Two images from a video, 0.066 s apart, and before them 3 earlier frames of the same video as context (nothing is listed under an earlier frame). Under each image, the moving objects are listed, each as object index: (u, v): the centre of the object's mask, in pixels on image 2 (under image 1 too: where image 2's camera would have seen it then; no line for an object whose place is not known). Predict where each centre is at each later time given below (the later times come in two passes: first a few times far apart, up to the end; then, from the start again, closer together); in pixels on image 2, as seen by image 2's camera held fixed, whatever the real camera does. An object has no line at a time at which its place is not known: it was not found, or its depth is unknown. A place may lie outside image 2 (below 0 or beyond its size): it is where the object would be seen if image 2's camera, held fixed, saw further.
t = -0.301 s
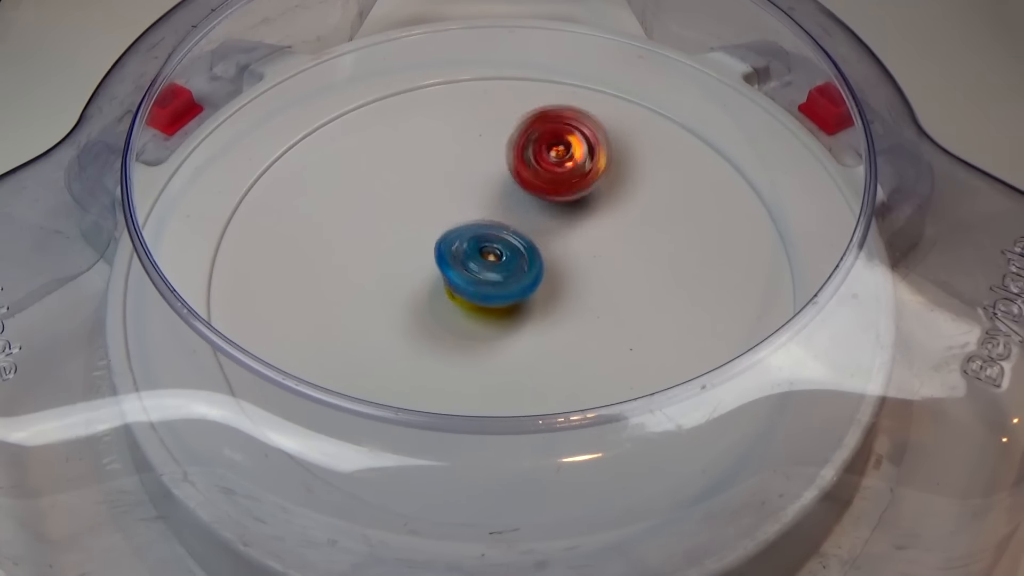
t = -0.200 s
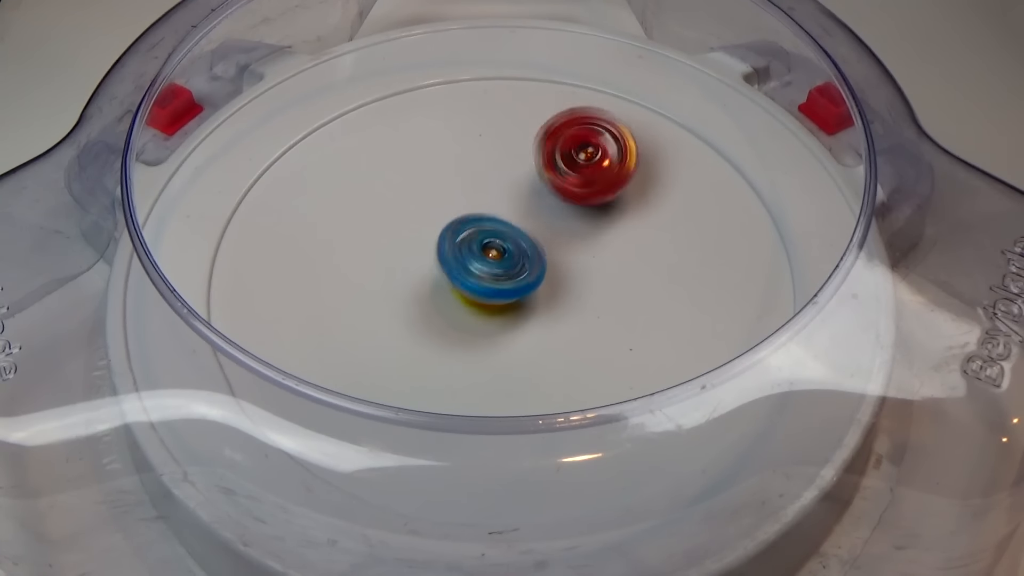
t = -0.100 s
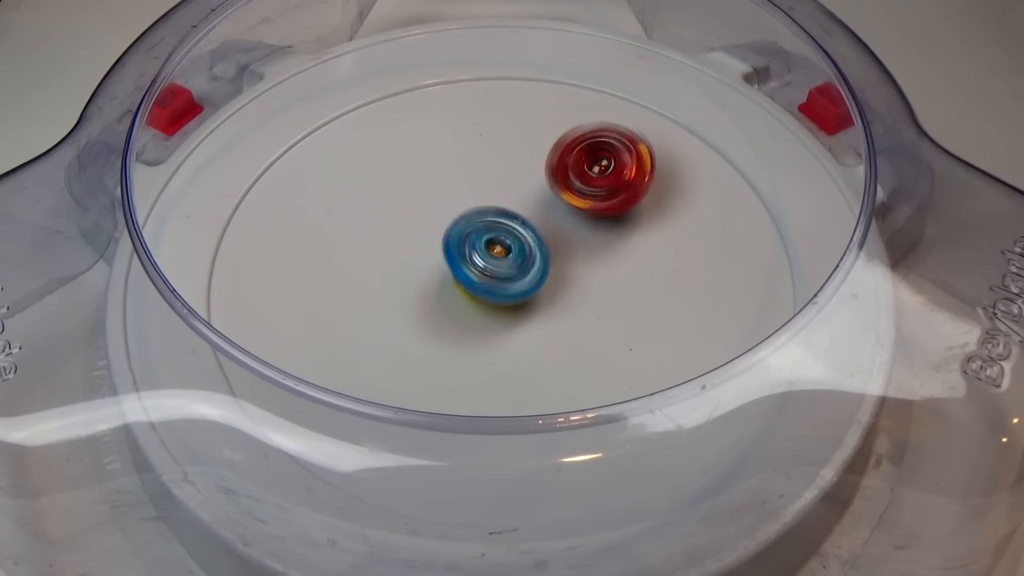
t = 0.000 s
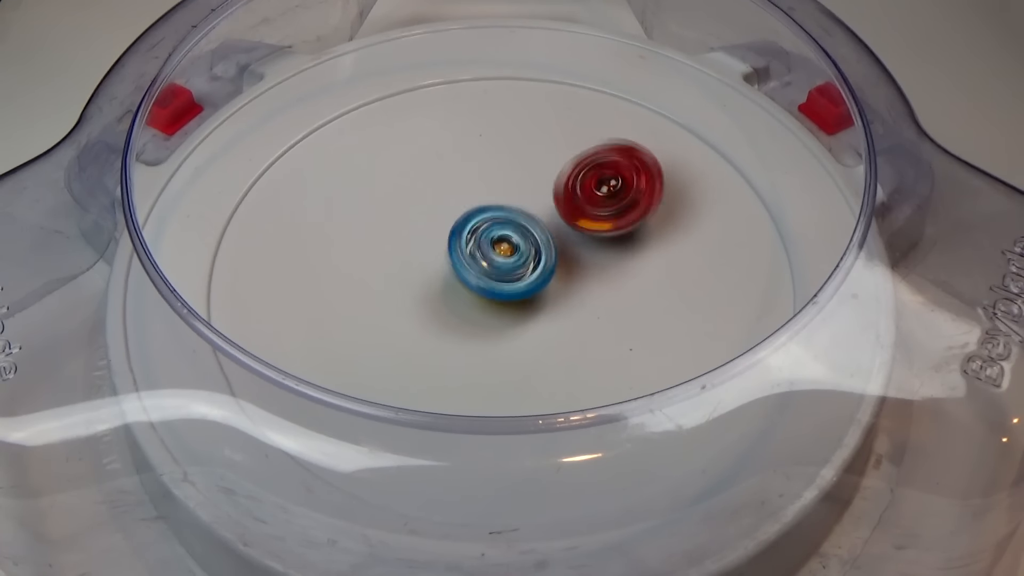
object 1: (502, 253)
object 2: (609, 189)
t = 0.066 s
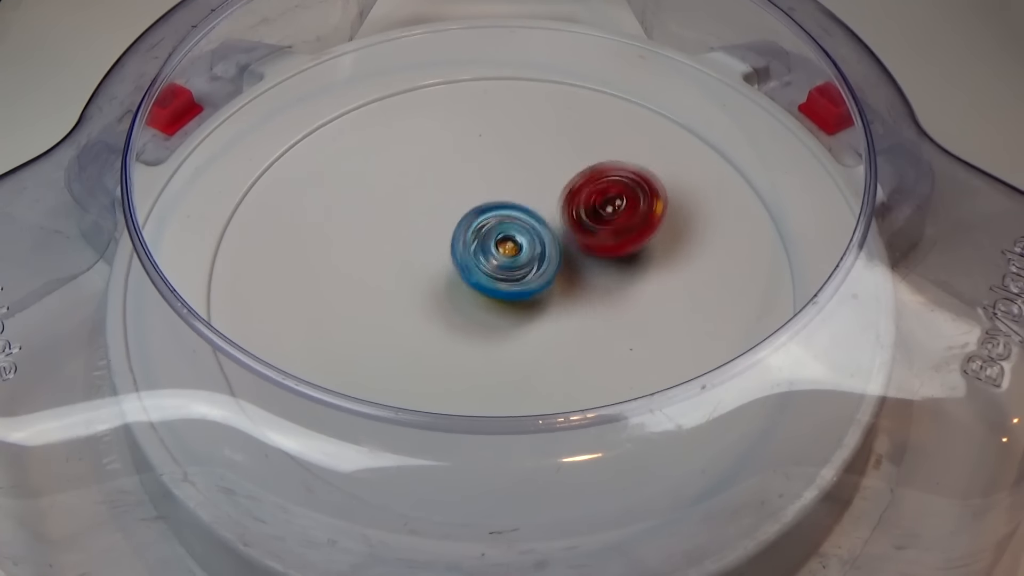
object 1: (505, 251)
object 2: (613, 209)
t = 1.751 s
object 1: (491, 270)
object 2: (483, 156)
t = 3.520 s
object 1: (504, 265)
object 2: (425, 184)
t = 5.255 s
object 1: (577, 221)
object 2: (351, 230)
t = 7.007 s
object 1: (587, 276)
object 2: (411, 225)
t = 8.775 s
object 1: (513, 333)
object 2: (462, 182)
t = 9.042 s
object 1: (421, 289)
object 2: (544, 192)
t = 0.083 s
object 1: (506, 251)
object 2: (613, 215)
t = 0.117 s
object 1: (501, 250)
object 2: (622, 225)
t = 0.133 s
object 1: (493, 252)
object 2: (632, 230)
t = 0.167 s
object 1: (479, 253)
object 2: (645, 242)
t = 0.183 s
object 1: (472, 253)
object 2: (651, 248)
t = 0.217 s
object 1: (463, 254)
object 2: (662, 260)
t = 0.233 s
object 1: (460, 256)
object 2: (665, 265)
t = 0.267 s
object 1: (456, 257)
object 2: (671, 275)
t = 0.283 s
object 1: (455, 256)
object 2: (674, 280)
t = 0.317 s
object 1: (456, 257)
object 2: (676, 288)
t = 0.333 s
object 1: (456, 258)
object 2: (676, 293)
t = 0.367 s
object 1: (457, 259)
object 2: (675, 301)
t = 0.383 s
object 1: (458, 259)
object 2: (673, 304)
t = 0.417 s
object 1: (459, 260)
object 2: (667, 311)
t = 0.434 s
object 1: (459, 261)
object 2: (662, 314)
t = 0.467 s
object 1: (460, 262)
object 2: (653, 319)
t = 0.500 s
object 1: (461, 263)
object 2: (642, 325)
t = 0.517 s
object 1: (463, 263)
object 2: (636, 328)
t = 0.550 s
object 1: (464, 264)
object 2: (623, 333)
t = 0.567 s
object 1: (463, 265)
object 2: (616, 336)
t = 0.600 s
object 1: (464, 266)
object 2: (601, 342)
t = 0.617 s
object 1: (465, 266)
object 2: (593, 345)
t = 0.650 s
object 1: (466, 267)
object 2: (576, 351)
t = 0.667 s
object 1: (466, 267)
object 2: (567, 354)
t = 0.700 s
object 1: (467, 267)
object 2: (548, 360)
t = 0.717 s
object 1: (468, 268)
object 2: (538, 362)
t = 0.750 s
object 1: (468, 268)
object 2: (519, 365)
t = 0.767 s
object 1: (468, 268)
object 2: (509, 366)
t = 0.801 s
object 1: (469, 269)
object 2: (489, 368)
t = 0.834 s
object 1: (470, 269)
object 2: (470, 368)
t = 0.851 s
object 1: (470, 269)
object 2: (461, 366)
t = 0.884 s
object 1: (471, 269)
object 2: (443, 364)
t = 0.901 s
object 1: (472, 269)
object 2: (434, 362)
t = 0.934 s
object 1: (472, 269)
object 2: (419, 357)
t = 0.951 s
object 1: (473, 269)
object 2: (412, 354)
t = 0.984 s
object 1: (473, 269)
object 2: (399, 347)
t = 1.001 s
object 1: (474, 269)
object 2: (394, 343)
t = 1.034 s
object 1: (475, 268)
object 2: (385, 335)
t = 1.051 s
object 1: (475, 269)
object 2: (380, 331)
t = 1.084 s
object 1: (476, 269)
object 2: (374, 321)
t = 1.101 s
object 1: (477, 268)
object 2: (372, 316)
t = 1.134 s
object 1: (478, 268)
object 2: (365, 306)
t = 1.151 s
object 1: (478, 268)
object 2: (363, 301)
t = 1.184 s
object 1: (479, 268)
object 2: (360, 291)
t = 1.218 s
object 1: (480, 268)
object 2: (358, 280)
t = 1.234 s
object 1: (481, 268)
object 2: (357, 274)
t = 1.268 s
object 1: (482, 268)
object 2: (356, 262)
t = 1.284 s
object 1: (482, 268)
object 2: (356, 257)
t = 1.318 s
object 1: (483, 268)
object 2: (359, 246)
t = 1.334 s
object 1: (483, 268)
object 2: (360, 240)
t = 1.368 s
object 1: (484, 267)
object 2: (364, 230)
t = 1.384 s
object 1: (484, 268)
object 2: (367, 225)
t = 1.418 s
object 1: (485, 268)
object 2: (373, 214)
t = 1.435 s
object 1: (486, 267)
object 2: (376, 210)
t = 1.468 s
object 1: (487, 267)
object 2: (384, 200)
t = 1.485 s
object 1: (486, 268)
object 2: (388, 196)
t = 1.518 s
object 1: (487, 268)
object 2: (398, 189)
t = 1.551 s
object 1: (488, 268)
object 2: (408, 181)
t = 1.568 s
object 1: (489, 268)
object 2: (414, 177)
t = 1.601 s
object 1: (490, 268)
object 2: (425, 172)
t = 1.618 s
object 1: (489, 269)
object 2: (431, 170)
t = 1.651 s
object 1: (490, 269)
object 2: (444, 164)
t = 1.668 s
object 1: (491, 268)
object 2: (451, 163)
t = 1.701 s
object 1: (491, 269)
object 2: (464, 159)
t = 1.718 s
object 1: (491, 270)
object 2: (470, 157)
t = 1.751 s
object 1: (491, 270)
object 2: (483, 156)
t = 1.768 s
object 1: (492, 269)
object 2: (490, 154)
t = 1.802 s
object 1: (492, 269)
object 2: (504, 154)
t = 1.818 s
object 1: (492, 270)
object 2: (511, 155)
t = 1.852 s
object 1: (493, 270)
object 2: (524, 156)
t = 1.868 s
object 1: (493, 269)
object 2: (532, 156)
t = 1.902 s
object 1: (493, 269)
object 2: (545, 159)
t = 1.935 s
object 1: (494, 270)
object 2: (559, 162)
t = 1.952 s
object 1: (494, 270)
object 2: (565, 164)
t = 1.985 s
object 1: (494, 270)
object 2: (576, 169)
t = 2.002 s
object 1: (494, 270)
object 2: (582, 170)
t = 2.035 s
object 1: (494, 270)
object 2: (593, 176)
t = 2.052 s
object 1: (494, 270)
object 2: (598, 179)
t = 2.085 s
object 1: (494, 270)
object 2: (607, 186)
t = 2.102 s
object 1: (494, 269)
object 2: (612, 190)
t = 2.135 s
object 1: (494, 269)
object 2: (619, 199)
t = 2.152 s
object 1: (495, 270)
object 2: (623, 204)
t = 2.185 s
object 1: (495, 269)
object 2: (630, 214)
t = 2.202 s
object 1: (494, 269)
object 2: (633, 219)
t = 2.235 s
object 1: (494, 269)
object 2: (639, 229)
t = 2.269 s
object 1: (494, 269)
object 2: (643, 241)
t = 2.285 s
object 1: (495, 269)
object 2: (645, 245)
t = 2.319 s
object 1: (495, 269)
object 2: (645, 256)
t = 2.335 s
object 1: (494, 269)
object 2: (645, 261)
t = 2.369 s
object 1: (494, 269)
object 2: (642, 272)
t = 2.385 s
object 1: (495, 269)
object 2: (640, 278)
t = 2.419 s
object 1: (496, 269)
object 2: (636, 290)
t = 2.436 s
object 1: (495, 268)
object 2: (634, 295)
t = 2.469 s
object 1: (496, 268)
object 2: (628, 306)
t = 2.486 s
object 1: (497, 268)
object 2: (625, 311)
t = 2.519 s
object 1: (498, 267)
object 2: (617, 321)
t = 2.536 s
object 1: (497, 267)
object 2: (612, 326)
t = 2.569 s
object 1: (498, 267)
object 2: (599, 334)
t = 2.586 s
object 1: (499, 267)
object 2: (592, 338)
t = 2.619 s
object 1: (499, 267)
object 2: (579, 345)
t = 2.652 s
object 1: (499, 266)
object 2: (566, 352)
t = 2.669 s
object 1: (499, 267)
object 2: (560, 354)
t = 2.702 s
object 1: (500, 267)
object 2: (546, 359)
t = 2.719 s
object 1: (499, 266)
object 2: (538, 359)
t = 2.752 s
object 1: (499, 265)
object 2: (520, 361)
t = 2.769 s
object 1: (500, 266)
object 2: (510, 361)
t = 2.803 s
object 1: (500, 266)
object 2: (494, 362)
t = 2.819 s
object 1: (499, 265)
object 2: (486, 362)
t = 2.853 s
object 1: (499, 265)
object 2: (472, 361)
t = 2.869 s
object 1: (500, 265)
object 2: (465, 358)
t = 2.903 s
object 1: (500, 265)
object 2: (449, 352)
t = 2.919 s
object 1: (499, 266)
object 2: (441, 349)
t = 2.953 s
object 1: (500, 266)
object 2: (427, 344)
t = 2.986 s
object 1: (500, 266)
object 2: (417, 336)
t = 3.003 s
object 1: (501, 265)
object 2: (412, 333)
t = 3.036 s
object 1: (502, 265)
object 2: (401, 321)
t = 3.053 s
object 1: (501, 266)
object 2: (395, 316)
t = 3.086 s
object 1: (502, 266)
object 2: (386, 306)
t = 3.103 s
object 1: (502, 265)
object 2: (384, 302)
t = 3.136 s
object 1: (502, 265)
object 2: (379, 291)
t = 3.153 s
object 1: (503, 265)
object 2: (377, 286)
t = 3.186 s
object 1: (503, 265)
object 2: (370, 273)
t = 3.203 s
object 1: (502, 265)
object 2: (369, 268)
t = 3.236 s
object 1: (502, 265)
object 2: (370, 258)
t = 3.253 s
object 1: (502, 265)
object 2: (371, 253)
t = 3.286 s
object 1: (502, 265)
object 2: (372, 242)
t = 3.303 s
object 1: (501, 265)
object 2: (372, 236)
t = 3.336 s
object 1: (502, 265)
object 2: (377, 227)
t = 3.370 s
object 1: (502, 265)
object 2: (384, 219)
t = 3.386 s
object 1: (503, 265)
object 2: (388, 214)
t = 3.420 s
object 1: (504, 265)
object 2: (394, 204)
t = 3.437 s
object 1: (504, 265)
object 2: (398, 201)
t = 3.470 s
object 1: (504, 265)
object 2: (409, 194)
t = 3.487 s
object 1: (504, 265)
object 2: (414, 191)
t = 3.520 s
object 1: (504, 265)
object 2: (425, 184)
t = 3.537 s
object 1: (504, 265)
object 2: (429, 181)
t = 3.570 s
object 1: (503, 265)
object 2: (441, 177)
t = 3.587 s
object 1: (502, 265)
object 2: (448, 175)
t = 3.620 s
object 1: (502, 265)
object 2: (462, 171)
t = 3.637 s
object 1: (503, 265)
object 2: (468, 169)
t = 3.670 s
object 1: (503, 265)
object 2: (481, 168)
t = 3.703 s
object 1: (504, 265)
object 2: (497, 167)
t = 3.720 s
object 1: (503, 265)
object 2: (504, 166)
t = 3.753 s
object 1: (504, 265)
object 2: (516, 166)
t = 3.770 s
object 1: (504, 264)
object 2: (523, 167)
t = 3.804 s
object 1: (504, 264)
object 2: (537, 169)
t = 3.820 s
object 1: (504, 264)
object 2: (544, 170)
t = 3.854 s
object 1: (504, 264)
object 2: (555, 172)
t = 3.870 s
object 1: (502, 264)
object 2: (560, 174)
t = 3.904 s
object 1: (502, 264)
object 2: (573, 179)
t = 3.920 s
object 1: (503, 264)
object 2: (579, 182)
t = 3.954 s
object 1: (503, 264)
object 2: (587, 187)
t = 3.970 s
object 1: (503, 264)
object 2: (592, 191)
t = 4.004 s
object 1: (503, 264)
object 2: (602, 199)
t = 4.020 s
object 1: (504, 263)
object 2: (606, 203)
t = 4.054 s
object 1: (504, 263)
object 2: (611, 211)
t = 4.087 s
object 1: (503, 263)
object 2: (619, 222)
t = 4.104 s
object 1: (504, 263)
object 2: (621, 227)
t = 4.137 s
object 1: (503, 263)
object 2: (624, 236)
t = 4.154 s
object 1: (502, 263)
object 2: (625, 241)
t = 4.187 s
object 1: (502, 263)
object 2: (627, 253)
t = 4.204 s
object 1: (503, 263)
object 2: (628, 258)
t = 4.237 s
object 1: (503, 263)
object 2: (626, 268)
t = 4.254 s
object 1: (503, 263)
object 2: (623, 274)
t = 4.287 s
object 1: (504, 263)
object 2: (622, 284)
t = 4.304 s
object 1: (504, 262)
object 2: (620, 290)
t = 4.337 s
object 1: (503, 262)
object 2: (610, 300)
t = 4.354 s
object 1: (502, 261)
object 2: (609, 306)
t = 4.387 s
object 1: (487, 253)
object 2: (612, 321)
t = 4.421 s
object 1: (477, 245)
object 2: (605, 334)
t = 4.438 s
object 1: (474, 241)
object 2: (603, 340)
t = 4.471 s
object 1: (466, 235)
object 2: (598, 350)
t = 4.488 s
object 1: (465, 233)
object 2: (593, 354)
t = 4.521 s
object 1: (459, 229)
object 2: (583, 362)
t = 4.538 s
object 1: (456, 228)
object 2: (580, 365)
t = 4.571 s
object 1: (457, 227)
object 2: (568, 368)
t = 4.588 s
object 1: (459, 226)
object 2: (562, 370)
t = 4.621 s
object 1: (460, 226)
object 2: (553, 372)
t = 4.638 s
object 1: (463, 228)
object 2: (546, 371)
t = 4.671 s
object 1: (465, 230)
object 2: (532, 373)
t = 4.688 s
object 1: (464, 231)
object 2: (527, 373)
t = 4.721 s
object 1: (470, 235)
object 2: (510, 369)
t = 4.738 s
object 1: (473, 235)
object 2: (503, 369)
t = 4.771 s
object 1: (476, 238)
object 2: (491, 365)
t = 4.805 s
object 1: (479, 242)
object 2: (473, 356)
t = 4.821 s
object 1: (482, 245)
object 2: (468, 354)
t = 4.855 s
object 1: (485, 248)
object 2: (453, 342)
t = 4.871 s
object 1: (486, 251)
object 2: (445, 336)
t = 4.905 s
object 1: (495, 251)
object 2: (431, 330)
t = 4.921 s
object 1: (502, 245)
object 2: (415, 326)
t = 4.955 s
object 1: (516, 235)
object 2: (396, 322)
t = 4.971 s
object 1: (525, 231)
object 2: (388, 316)
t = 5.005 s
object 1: (538, 223)
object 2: (373, 306)
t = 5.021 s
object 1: (544, 222)
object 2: (367, 300)
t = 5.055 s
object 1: (553, 216)
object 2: (355, 289)
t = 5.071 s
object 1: (555, 213)
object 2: (353, 285)
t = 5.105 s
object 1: (563, 212)
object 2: (344, 272)
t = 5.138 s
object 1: (570, 212)
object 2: (344, 263)
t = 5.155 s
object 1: (571, 210)
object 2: (340, 257)
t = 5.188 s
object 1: (574, 213)
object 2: (344, 249)
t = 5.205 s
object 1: (576, 213)
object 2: (343, 243)
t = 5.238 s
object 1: (576, 216)
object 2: (349, 236)
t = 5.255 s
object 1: (577, 221)
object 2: (351, 230)
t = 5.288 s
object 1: (574, 225)
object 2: (359, 222)
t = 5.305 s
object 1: (572, 229)
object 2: (364, 219)
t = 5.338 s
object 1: (570, 236)
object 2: (373, 211)
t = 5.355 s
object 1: (568, 238)
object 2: (380, 207)
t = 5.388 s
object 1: (562, 246)
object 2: (393, 202)
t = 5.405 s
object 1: (562, 249)
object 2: (401, 198)
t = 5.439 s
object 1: (557, 258)
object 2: (415, 192)
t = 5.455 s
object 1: (555, 263)
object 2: (424, 190)
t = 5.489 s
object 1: (550, 271)
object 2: (439, 184)
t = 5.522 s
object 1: (545, 280)
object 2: (460, 181)
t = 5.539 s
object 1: (542, 286)
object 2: (467, 178)
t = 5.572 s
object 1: (537, 294)
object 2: (487, 175)
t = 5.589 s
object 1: (530, 298)
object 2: (494, 174)
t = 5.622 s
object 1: (524, 307)
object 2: (513, 174)
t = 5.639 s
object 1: (522, 309)
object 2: (521, 172)
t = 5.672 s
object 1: (512, 315)
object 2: (541, 173)
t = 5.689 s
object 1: (509, 318)
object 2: (548, 172)
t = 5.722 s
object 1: (502, 322)
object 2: (566, 173)
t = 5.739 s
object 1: (498, 324)
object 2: (574, 173)
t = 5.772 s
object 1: (488, 326)
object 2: (590, 177)
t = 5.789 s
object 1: (481, 327)
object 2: (596, 178)
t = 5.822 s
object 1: (477, 326)
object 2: (609, 182)
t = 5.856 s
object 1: (468, 323)
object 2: (619, 187)
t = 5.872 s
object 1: (463, 322)
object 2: (625, 190)
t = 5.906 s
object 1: (459, 318)
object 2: (631, 196)
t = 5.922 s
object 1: (456, 314)
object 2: (635, 201)
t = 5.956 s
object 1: (448, 309)
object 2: (638, 208)
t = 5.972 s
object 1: (449, 307)
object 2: (642, 213)
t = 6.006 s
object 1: (444, 298)
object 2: (643, 222)
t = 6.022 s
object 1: (443, 295)
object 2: (644, 228)
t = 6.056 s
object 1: (441, 288)
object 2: (642, 238)
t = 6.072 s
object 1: (440, 283)
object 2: (641, 245)
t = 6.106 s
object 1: (437, 274)
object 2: (637, 256)
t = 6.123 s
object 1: (435, 270)
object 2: (634, 263)
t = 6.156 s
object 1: (437, 261)
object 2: (626, 275)
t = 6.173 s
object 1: (435, 255)
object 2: (621, 282)
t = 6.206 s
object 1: (437, 247)
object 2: (612, 293)
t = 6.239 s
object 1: (441, 240)
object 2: (599, 306)
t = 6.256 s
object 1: (439, 235)
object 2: (592, 311)
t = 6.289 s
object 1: (446, 227)
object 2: (579, 322)
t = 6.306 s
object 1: (448, 223)
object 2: (570, 325)
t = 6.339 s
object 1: (452, 217)
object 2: (554, 336)
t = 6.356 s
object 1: (458, 215)
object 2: (545, 338)
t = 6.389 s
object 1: (464, 208)
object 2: (528, 347)
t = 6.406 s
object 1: (468, 206)
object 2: (518, 348)
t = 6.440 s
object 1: (478, 202)
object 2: (500, 355)
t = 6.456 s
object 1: (482, 202)
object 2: (490, 354)
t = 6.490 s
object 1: (490, 199)
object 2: (474, 358)
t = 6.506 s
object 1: (495, 199)
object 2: (464, 357)
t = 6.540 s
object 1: (505, 199)
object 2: (452, 357)
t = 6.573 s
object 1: (515, 199)
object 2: (435, 355)
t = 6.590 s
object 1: (519, 200)
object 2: (431, 351)
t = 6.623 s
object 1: (529, 202)
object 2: (416, 346)
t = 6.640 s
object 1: (532, 203)
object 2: (414, 342)
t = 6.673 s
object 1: (544, 208)
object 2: (403, 336)
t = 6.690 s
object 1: (547, 208)
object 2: (400, 330)
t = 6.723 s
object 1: (556, 214)
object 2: (393, 323)
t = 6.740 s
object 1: (561, 215)
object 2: (389, 315)
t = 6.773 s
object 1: (566, 221)
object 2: (387, 306)
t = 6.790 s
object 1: (572, 224)
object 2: (383, 299)
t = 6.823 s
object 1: (578, 231)
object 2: (385, 289)
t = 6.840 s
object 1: (581, 235)
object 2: (382, 282)
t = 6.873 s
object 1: (585, 242)
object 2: (387, 270)
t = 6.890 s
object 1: (588, 248)
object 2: (386, 265)
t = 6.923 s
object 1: (589, 255)
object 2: (391, 252)
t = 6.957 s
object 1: (589, 263)
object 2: (399, 242)
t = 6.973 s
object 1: (589, 268)
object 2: (400, 235)
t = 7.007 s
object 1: (587, 276)
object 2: (411, 225)
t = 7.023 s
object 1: (586, 282)
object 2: (413, 219)
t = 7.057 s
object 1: (581, 290)
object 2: (425, 209)
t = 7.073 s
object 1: (578, 295)
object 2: (429, 204)
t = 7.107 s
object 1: (572, 301)
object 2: (441, 194)
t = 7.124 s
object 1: (566, 306)
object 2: (447, 191)
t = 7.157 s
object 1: (560, 311)
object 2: (458, 182)
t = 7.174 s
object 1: (552, 314)
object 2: (466, 179)
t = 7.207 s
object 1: (544, 320)
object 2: (478, 173)
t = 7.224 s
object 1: (538, 320)
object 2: (486, 170)
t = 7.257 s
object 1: (524, 325)
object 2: (498, 167)
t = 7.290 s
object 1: (515, 325)
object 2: (509, 163)
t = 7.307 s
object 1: (505, 326)
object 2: (516, 164)
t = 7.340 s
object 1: (496, 326)
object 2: (526, 163)
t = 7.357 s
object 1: (488, 324)
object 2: (533, 164)
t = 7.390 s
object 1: (477, 324)
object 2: (543, 165)
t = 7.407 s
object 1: (471, 320)
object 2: (549, 167)
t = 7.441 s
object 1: (458, 318)
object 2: (559, 171)
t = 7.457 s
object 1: (456, 315)
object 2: (564, 173)
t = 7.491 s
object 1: (442, 308)
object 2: (573, 181)
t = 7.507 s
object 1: (441, 306)
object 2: (576, 183)
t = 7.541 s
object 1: (430, 296)
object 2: (584, 192)
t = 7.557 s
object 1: (429, 294)
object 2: (587, 196)
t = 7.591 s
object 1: (423, 284)
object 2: (592, 206)
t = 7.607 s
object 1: (421, 281)
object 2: (594, 213)
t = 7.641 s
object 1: (420, 271)
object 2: (598, 224)
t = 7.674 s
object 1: (417, 263)
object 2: (602, 236)
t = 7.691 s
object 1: (419, 258)
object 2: (601, 243)
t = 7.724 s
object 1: (418, 249)
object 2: (602, 255)
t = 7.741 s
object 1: (422, 246)
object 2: (602, 263)
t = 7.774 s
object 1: (424, 235)
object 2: (598, 275)
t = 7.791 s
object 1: (429, 233)
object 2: (599, 282)
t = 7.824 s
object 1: (433, 224)
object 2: (593, 295)
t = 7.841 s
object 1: (438, 222)
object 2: (592, 301)
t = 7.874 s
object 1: (445, 214)
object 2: (584, 312)
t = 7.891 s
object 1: (451, 212)
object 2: (581, 317)
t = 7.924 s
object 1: (461, 206)
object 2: (571, 329)
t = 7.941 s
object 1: (466, 205)
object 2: (565, 332)
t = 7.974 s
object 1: (477, 200)
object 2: (556, 341)
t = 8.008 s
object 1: (486, 199)
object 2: (545, 349)
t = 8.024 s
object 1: (494, 197)
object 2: (538, 349)
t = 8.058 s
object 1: (503, 197)
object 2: (528, 353)
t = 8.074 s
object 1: (511, 197)
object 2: (518, 355)
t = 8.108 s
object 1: (521, 197)
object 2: (507, 355)
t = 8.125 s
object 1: (529, 198)
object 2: (501, 356)
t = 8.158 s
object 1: (539, 200)
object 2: (488, 354)
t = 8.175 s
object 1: (547, 203)
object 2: (485, 354)
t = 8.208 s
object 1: (556, 206)
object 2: (472, 349)
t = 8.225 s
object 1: (562, 210)
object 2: (468, 345)
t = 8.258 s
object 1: (570, 215)
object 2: (458, 339)
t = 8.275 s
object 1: (575, 219)
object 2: (450, 333)
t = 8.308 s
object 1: (582, 226)
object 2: (443, 323)
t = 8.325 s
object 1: (585, 230)
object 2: (437, 319)
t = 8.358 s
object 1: (590, 238)
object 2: (430, 308)
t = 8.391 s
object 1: (592, 249)
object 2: (425, 296)
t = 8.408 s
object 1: (595, 252)
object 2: (422, 291)
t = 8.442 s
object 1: (594, 263)
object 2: (420, 278)
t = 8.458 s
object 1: (596, 266)
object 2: (421, 274)
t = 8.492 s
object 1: (592, 277)
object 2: (418, 260)
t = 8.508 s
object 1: (593, 280)
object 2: (419, 253)
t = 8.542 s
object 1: (585, 291)
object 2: (422, 242)
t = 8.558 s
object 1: (585, 294)
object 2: (420, 236)
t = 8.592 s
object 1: (575, 303)
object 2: (424, 224)
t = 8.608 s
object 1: (573, 306)
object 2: (426, 219)
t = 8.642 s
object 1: (560, 313)
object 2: (431, 210)
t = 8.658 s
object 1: (557, 316)
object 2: (435, 205)
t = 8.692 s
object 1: (542, 322)
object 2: (442, 197)
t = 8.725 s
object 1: (533, 325)
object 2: (449, 189)
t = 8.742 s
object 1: (523, 327)
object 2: (454, 186)
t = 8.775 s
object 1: (513, 333)
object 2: (462, 182)
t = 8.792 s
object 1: (503, 335)
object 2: (465, 178)
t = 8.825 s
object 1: (492, 332)
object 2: (476, 175)
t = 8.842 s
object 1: (482, 332)
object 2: (481, 175)
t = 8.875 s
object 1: (472, 323)
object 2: (491, 174)
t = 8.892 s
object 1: (463, 327)
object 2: (497, 175)
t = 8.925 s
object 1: (452, 319)
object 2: (507, 176)
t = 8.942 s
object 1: (445, 318)
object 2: (512, 176)
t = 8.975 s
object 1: (436, 308)
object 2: (523, 180)
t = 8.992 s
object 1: (431, 306)
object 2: (527, 183)
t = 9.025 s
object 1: (424, 296)
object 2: (537, 187)
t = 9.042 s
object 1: (421, 289)
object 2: (544, 192)
